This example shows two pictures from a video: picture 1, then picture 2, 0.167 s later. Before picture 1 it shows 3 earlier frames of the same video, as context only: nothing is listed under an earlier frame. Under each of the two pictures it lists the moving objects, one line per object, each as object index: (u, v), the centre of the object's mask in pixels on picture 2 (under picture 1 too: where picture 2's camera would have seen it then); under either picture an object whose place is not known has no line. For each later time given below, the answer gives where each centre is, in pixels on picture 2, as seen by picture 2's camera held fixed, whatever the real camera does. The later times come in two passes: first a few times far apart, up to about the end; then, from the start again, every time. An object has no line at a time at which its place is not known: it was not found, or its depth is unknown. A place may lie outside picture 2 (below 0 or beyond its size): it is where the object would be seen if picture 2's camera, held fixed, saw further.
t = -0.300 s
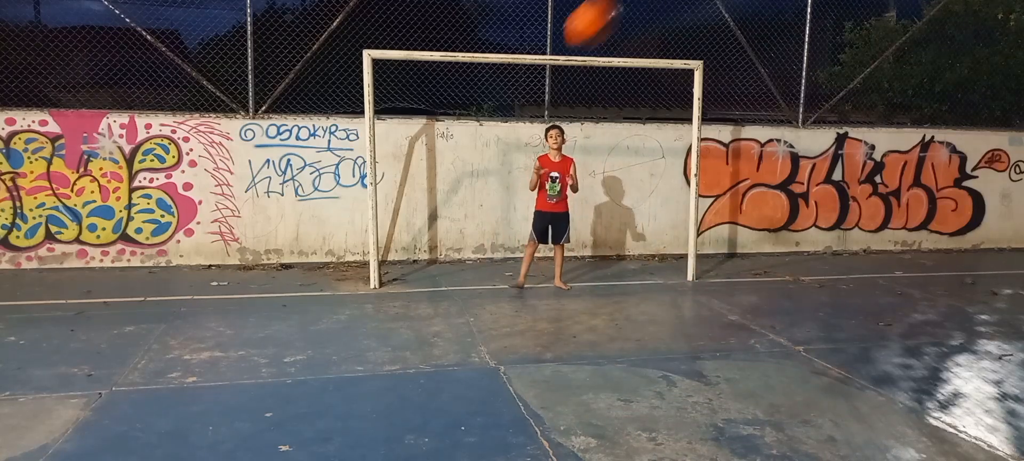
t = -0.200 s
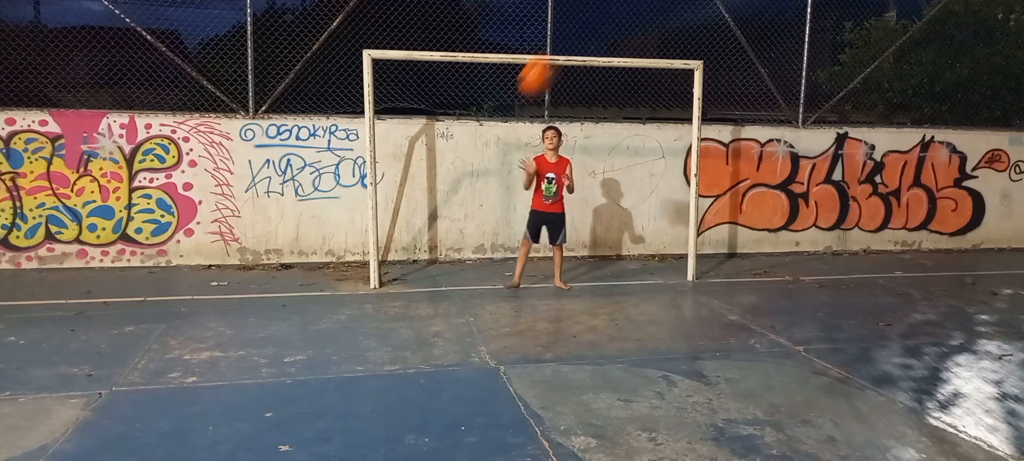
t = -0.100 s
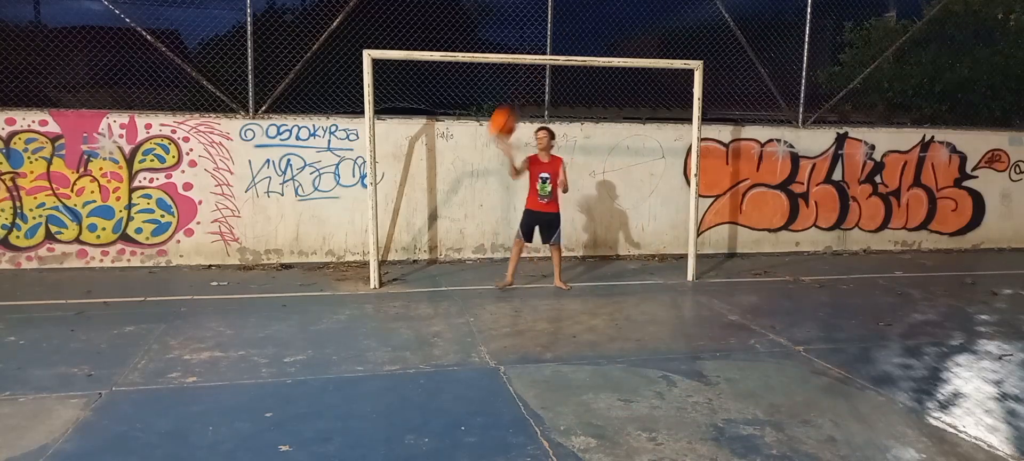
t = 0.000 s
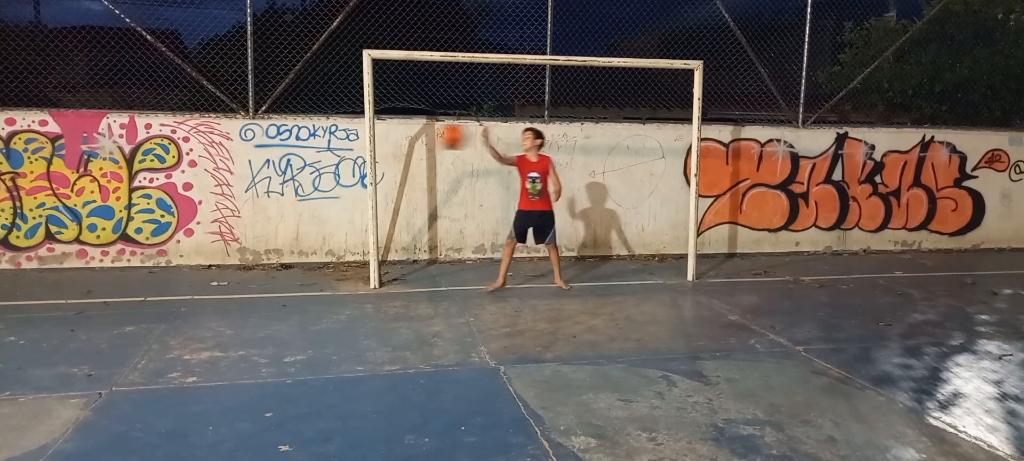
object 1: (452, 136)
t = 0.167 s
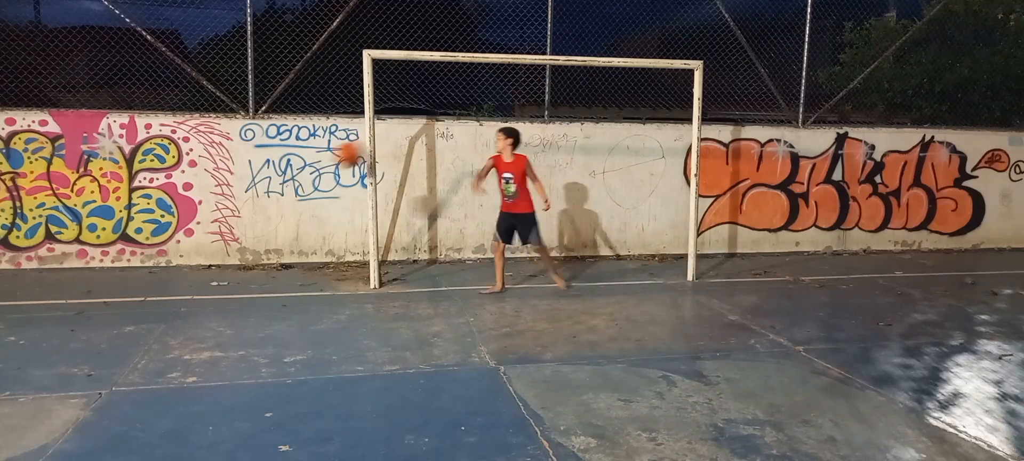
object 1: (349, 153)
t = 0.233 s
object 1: (309, 171)
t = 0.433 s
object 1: (201, 249)
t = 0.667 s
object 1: (109, 233)
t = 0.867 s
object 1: (38, 224)
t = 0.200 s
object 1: (328, 161)
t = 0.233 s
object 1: (309, 171)
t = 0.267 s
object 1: (290, 182)
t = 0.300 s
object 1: (270, 193)
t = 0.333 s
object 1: (254, 205)
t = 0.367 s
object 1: (236, 218)
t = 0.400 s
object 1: (219, 232)
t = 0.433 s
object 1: (201, 249)
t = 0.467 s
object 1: (183, 268)
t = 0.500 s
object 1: (169, 275)
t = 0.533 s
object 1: (157, 263)
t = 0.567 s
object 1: (144, 254)
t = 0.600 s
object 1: (131, 246)
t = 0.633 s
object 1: (121, 239)
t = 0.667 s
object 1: (109, 233)
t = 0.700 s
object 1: (96, 228)
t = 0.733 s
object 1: (85, 225)
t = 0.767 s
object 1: (73, 223)
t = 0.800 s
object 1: (62, 222)
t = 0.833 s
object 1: (52, 222)
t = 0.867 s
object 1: (38, 224)
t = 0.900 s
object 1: (27, 227)
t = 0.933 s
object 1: (16, 231)
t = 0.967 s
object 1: (8, 236)
